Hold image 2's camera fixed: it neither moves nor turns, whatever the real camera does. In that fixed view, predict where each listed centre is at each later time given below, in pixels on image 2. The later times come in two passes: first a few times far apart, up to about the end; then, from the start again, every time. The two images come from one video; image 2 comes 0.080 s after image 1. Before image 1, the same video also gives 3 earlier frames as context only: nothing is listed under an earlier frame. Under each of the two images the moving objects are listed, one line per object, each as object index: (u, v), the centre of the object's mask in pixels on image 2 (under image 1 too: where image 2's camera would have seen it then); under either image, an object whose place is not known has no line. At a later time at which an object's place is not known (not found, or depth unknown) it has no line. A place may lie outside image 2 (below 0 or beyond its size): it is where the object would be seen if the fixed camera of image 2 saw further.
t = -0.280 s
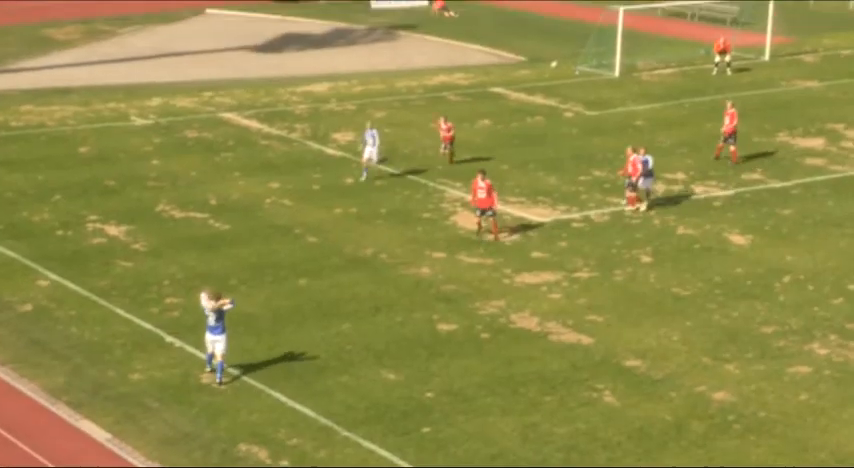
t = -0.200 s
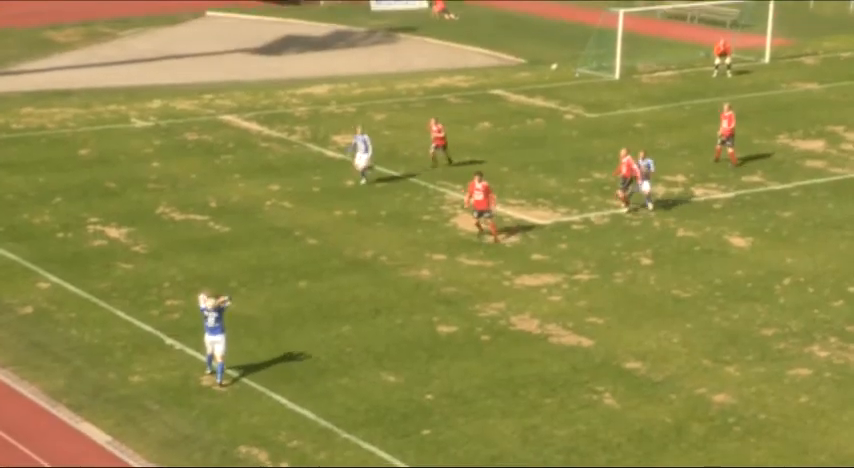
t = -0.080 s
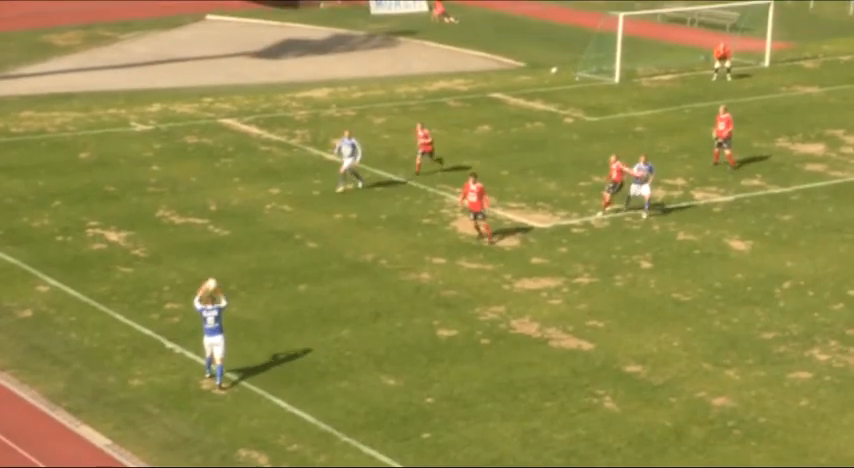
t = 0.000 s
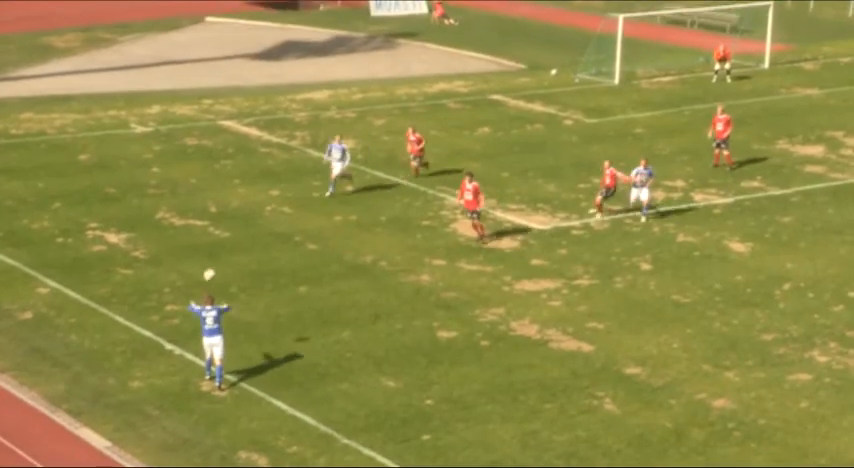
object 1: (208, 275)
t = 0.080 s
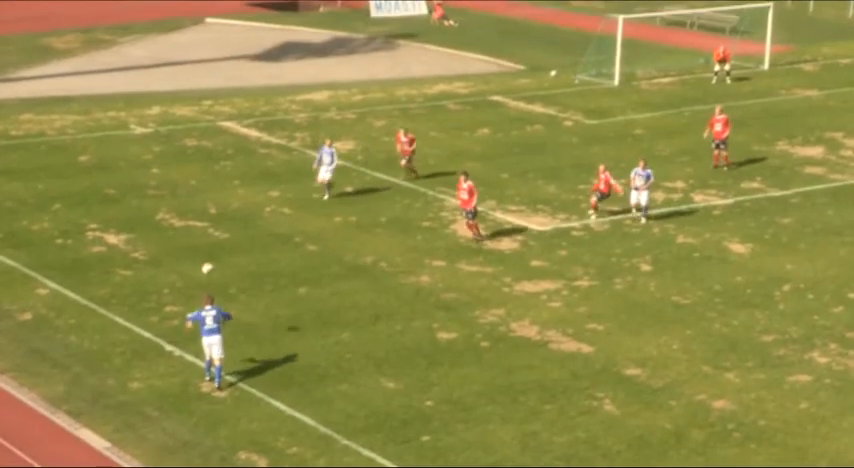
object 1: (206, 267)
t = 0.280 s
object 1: (202, 265)
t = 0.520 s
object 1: (197, 284)
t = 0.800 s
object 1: (193, 237)
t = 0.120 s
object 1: (205, 265)
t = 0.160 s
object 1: (205, 264)
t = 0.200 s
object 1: (204, 263)
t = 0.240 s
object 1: (203, 264)
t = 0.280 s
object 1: (202, 265)
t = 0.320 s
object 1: (202, 267)
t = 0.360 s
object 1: (201, 269)
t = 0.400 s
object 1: (200, 273)
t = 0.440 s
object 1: (199, 276)
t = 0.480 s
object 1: (198, 281)
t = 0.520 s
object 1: (197, 284)
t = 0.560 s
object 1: (197, 275)
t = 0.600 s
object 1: (196, 267)
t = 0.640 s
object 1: (196, 259)
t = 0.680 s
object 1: (195, 252)
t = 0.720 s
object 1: (194, 247)
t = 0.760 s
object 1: (194, 242)
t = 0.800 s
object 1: (193, 237)
